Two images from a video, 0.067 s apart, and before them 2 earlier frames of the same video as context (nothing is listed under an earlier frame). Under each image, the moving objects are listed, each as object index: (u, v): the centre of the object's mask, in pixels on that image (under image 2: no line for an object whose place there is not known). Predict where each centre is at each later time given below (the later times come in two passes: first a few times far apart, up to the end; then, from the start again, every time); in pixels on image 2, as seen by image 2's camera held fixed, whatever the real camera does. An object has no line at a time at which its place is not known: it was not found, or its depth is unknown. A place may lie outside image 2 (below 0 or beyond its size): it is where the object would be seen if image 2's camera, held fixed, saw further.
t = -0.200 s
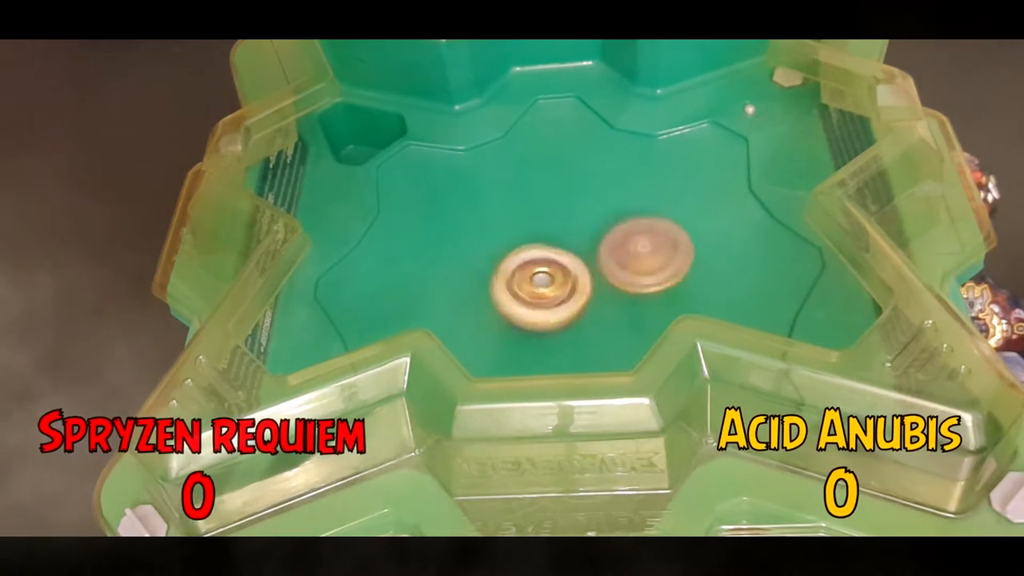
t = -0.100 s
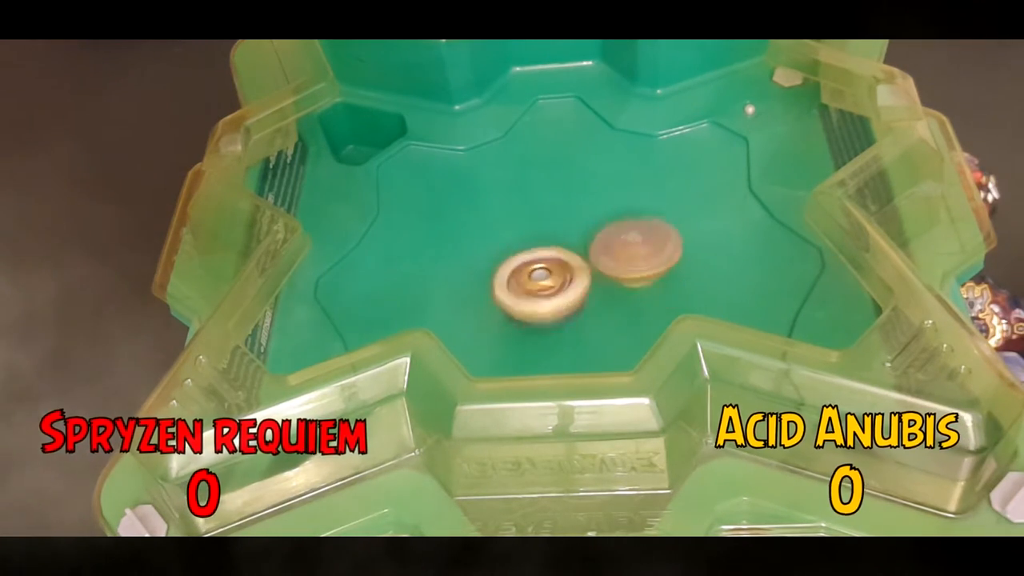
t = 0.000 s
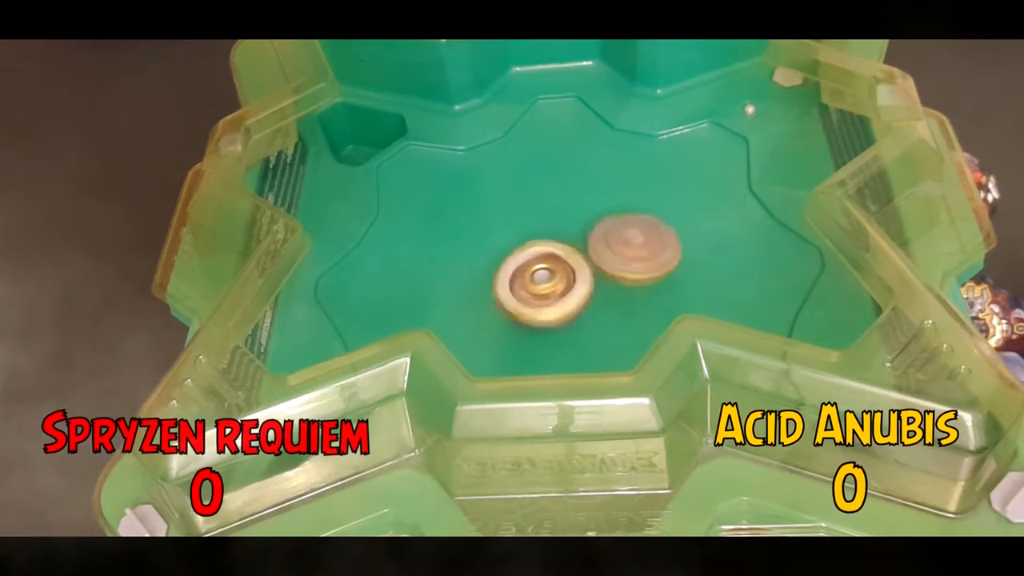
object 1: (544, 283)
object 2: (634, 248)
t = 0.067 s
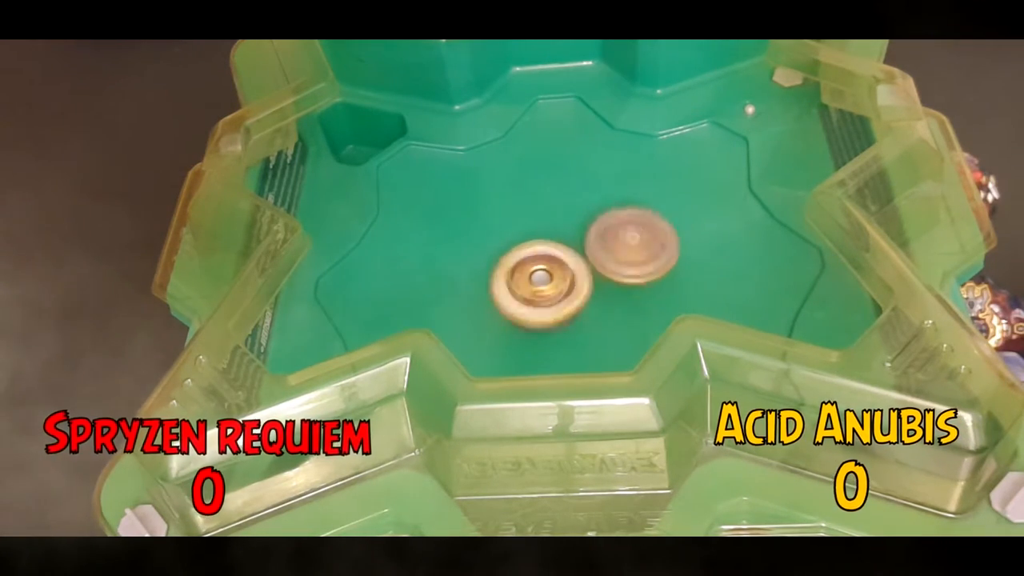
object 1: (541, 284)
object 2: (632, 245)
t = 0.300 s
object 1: (539, 282)
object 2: (622, 235)
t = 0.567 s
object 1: (539, 285)
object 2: (622, 232)
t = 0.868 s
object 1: (546, 292)
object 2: (612, 228)
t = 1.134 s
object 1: (555, 295)
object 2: (600, 220)
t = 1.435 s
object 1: (554, 289)
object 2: (583, 217)
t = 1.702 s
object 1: (549, 288)
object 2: (570, 215)
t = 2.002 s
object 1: (555, 298)
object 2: (572, 212)
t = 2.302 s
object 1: (561, 297)
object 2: (559, 222)
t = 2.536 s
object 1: (559, 310)
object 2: (541, 221)
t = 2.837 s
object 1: (566, 298)
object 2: (522, 233)
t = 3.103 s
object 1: (564, 302)
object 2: (519, 239)
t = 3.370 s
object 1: (579, 293)
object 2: (525, 240)
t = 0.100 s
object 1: (541, 283)
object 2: (629, 243)
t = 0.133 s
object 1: (540, 283)
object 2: (629, 241)
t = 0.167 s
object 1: (539, 283)
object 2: (628, 238)
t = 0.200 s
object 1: (538, 282)
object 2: (628, 238)
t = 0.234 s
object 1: (539, 282)
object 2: (626, 238)
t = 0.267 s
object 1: (539, 283)
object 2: (623, 237)
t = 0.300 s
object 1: (539, 282)
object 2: (622, 235)
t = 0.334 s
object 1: (540, 281)
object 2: (621, 233)
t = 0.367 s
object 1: (540, 281)
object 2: (620, 233)
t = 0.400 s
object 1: (540, 281)
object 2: (620, 232)
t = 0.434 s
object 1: (538, 282)
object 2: (620, 232)
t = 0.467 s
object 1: (540, 282)
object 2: (620, 233)
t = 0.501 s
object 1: (542, 283)
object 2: (619, 233)
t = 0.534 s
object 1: (540, 284)
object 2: (619, 231)
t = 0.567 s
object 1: (539, 285)
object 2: (622, 232)
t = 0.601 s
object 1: (541, 287)
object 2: (620, 234)
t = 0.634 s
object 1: (541, 288)
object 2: (616, 234)
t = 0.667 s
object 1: (540, 287)
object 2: (612, 234)
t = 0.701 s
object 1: (542, 288)
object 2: (609, 231)
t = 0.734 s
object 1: (543, 289)
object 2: (610, 231)
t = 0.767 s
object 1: (543, 289)
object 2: (610, 231)
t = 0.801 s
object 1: (546, 288)
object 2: (609, 231)
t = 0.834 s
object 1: (547, 289)
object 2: (610, 230)
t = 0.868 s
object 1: (546, 292)
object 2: (612, 228)
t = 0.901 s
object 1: (550, 292)
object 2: (608, 227)
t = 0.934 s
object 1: (553, 292)
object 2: (605, 226)
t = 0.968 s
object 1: (551, 295)
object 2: (607, 221)
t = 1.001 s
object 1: (553, 295)
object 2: (610, 221)
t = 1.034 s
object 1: (555, 296)
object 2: (610, 222)
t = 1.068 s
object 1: (554, 296)
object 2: (607, 223)
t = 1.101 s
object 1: (555, 296)
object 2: (603, 222)
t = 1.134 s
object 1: (555, 295)
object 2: (600, 220)
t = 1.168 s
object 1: (554, 295)
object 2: (598, 219)
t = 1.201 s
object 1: (556, 293)
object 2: (598, 221)
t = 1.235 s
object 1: (557, 292)
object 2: (597, 222)
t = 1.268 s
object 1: (555, 292)
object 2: (594, 222)
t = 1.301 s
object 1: (555, 292)
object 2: (592, 219)
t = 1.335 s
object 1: (557, 294)
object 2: (588, 218)
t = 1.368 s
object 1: (557, 291)
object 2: (587, 218)
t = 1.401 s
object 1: (556, 290)
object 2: (586, 217)
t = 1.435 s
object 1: (554, 289)
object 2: (583, 217)
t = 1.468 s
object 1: (550, 289)
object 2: (583, 216)
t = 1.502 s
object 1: (549, 290)
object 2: (581, 217)
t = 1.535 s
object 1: (549, 292)
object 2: (578, 217)
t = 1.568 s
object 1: (551, 291)
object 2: (575, 216)
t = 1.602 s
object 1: (553, 291)
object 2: (572, 216)
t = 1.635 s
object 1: (552, 289)
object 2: (569, 216)
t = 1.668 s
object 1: (551, 287)
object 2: (569, 215)
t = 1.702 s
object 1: (549, 288)
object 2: (570, 215)
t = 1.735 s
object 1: (546, 288)
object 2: (571, 215)
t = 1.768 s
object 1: (547, 288)
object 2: (571, 216)
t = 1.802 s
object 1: (548, 293)
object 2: (568, 216)
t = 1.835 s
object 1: (551, 294)
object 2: (569, 214)
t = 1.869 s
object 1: (556, 296)
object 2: (571, 215)
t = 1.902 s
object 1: (556, 294)
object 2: (572, 218)
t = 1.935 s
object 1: (555, 294)
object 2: (570, 219)
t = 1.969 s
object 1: (555, 297)
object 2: (570, 214)
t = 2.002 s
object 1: (555, 298)
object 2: (572, 212)
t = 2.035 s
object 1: (560, 299)
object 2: (573, 214)
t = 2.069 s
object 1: (562, 296)
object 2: (573, 218)
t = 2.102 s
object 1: (565, 296)
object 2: (570, 220)
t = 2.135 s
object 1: (562, 297)
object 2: (569, 217)
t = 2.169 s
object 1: (562, 296)
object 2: (571, 216)
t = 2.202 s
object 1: (562, 297)
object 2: (570, 217)
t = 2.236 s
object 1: (560, 297)
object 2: (569, 219)
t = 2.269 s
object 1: (561, 297)
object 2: (564, 220)
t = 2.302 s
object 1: (561, 297)
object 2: (559, 222)
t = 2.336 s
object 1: (560, 296)
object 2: (557, 223)
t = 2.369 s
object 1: (560, 300)
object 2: (554, 224)
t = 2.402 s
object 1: (562, 302)
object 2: (551, 224)
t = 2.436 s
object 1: (561, 305)
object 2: (550, 223)
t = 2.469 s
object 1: (556, 306)
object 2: (548, 221)
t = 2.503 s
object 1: (559, 309)
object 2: (544, 221)
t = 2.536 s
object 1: (559, 310)
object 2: (541, 221)
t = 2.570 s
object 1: (561, 311)
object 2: (537, 221)
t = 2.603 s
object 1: (563, 310)
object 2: (534, 221)
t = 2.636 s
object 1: (565, 308)
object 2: (532, 222)
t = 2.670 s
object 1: (564, 306)
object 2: (529, 224)
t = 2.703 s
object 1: (564, 301)
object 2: (529, 226)
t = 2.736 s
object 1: (564, 299)
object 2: (529, 231)
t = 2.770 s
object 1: (566, 297)
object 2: (526, 232)
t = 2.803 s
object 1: (566, 297)
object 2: (524, 233)
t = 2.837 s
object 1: (566, 298)
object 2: (522, 233)
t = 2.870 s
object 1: (566, 299)
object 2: (520, 234)
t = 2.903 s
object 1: (569, 301)
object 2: (517, 234)
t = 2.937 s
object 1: (570, 302)
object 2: (516, 232)
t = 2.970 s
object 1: (568, 301)
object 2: (518, 230)
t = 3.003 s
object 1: (566, 303)
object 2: (521, 230)
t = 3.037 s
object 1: (567, 302)
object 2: (522, 233)
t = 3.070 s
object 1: (565, 304)
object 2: (522, 237)
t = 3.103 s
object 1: (564, 302)
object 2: (519, 239)
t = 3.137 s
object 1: (564, 304)
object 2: (514, 234)
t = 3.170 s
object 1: (571, 303)
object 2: (512, 227)
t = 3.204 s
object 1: (574, 302)
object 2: (514, 225)
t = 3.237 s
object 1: (579, 302)
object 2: (517, 225)
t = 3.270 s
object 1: (581, 299)
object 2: (522, 226)
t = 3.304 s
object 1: (582, 298)
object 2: (525, 230)
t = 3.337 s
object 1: (582, 294)
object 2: (525, 235)
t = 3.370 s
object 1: (579, 293)
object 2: (525, 240)
